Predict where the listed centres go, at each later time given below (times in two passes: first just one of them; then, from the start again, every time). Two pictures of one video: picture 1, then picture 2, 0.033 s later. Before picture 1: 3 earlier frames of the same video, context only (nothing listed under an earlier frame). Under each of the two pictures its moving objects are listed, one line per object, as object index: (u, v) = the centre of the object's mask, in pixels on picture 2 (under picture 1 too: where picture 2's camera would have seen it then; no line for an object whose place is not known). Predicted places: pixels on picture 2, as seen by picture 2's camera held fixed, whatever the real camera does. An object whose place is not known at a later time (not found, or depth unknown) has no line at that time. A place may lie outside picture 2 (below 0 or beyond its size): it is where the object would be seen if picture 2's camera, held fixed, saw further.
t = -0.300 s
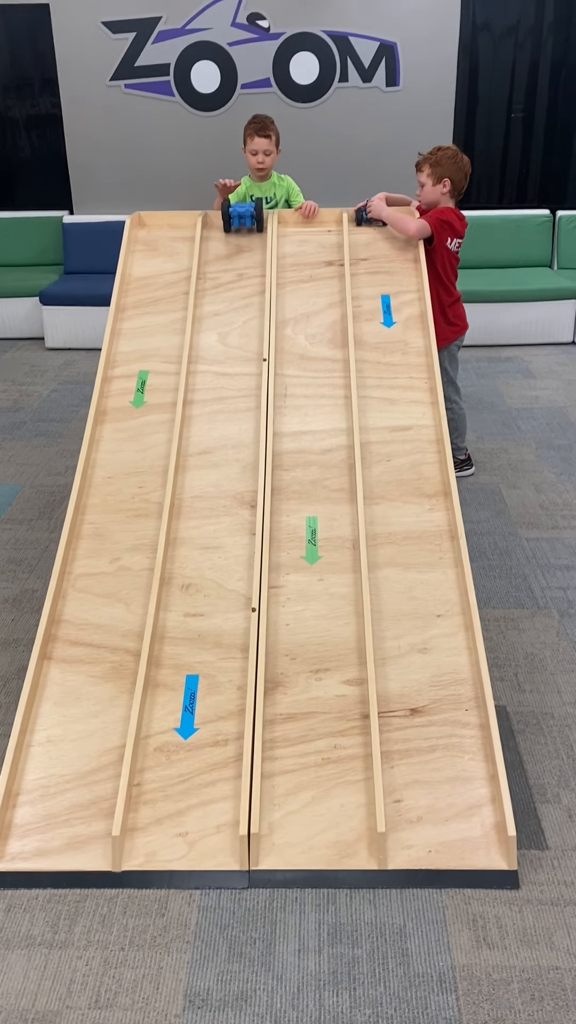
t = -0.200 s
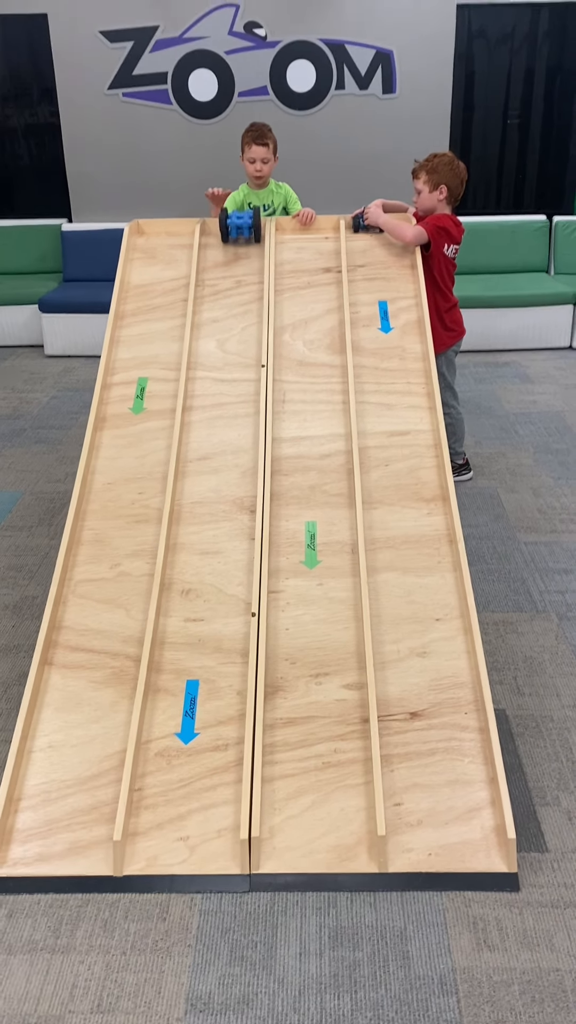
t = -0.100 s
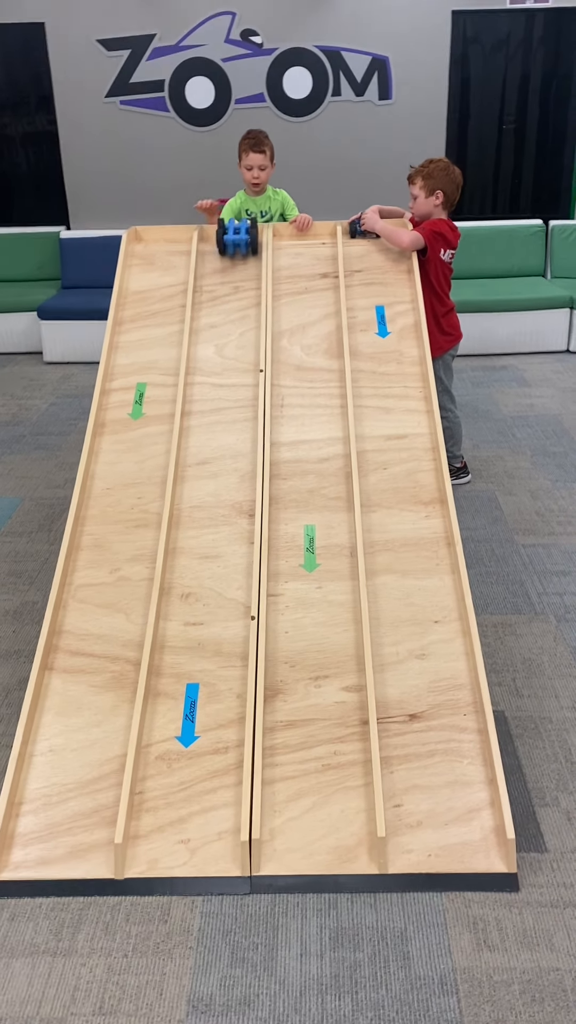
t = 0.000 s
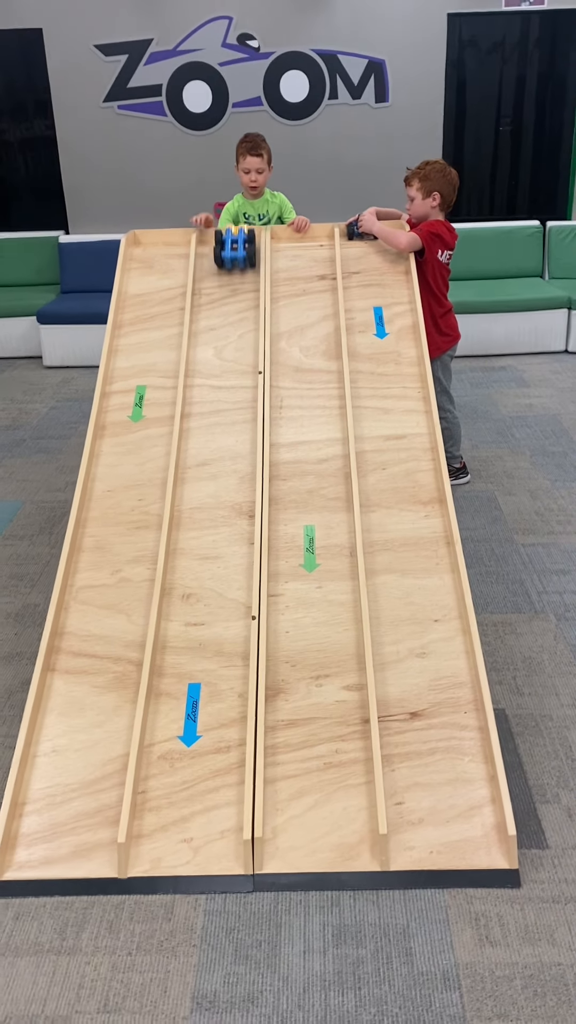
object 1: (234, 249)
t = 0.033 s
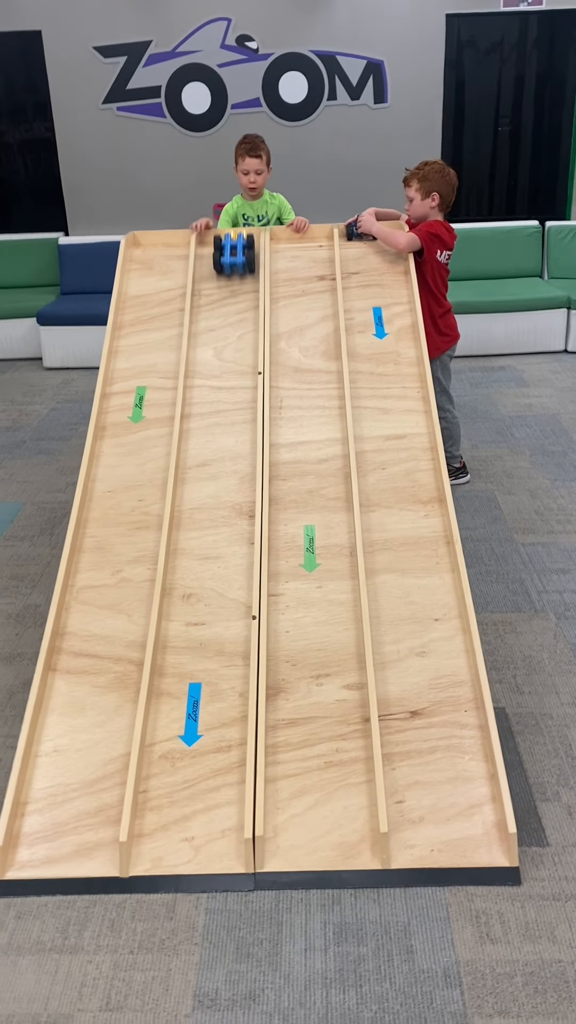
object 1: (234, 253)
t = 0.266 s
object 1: (232, 302)
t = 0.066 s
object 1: (234, 259)
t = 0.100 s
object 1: (234, 264)
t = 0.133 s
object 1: (233, 271)
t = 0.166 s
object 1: (233, 278)
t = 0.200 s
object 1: (233, 285)
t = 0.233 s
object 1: (233, 293)
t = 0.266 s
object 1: (232, 302)
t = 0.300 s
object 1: (232, 311)
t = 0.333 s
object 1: (231, 322)
